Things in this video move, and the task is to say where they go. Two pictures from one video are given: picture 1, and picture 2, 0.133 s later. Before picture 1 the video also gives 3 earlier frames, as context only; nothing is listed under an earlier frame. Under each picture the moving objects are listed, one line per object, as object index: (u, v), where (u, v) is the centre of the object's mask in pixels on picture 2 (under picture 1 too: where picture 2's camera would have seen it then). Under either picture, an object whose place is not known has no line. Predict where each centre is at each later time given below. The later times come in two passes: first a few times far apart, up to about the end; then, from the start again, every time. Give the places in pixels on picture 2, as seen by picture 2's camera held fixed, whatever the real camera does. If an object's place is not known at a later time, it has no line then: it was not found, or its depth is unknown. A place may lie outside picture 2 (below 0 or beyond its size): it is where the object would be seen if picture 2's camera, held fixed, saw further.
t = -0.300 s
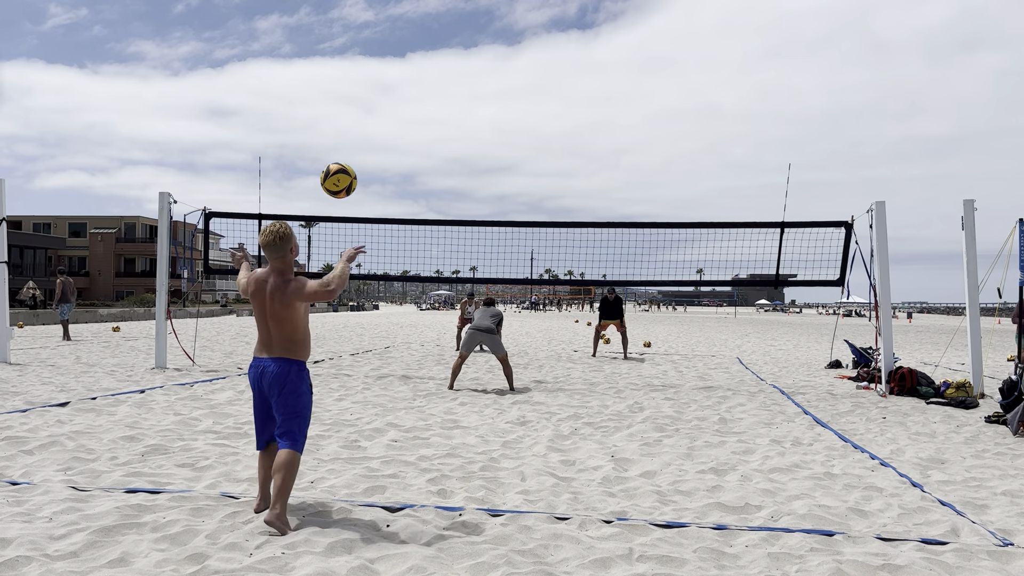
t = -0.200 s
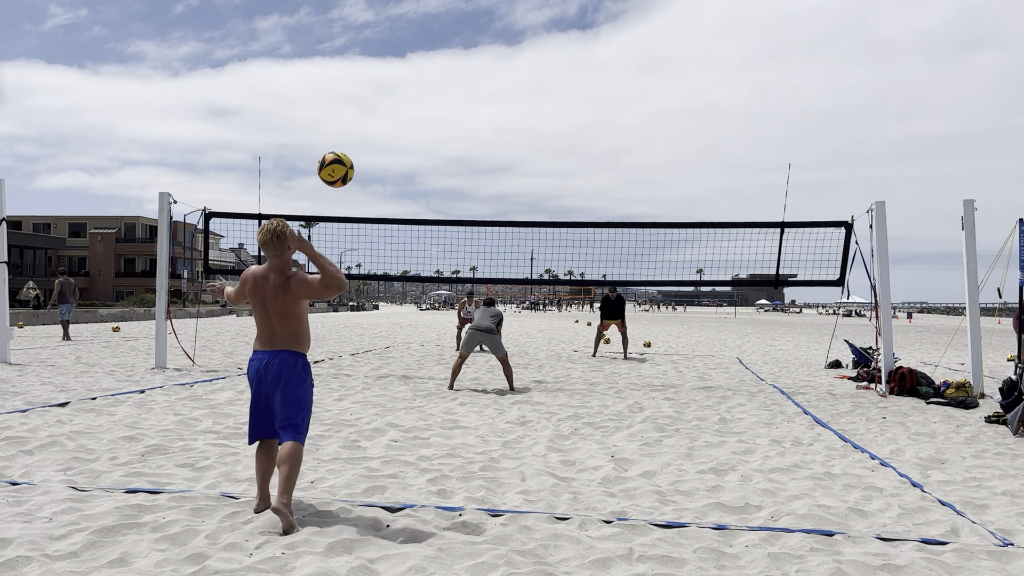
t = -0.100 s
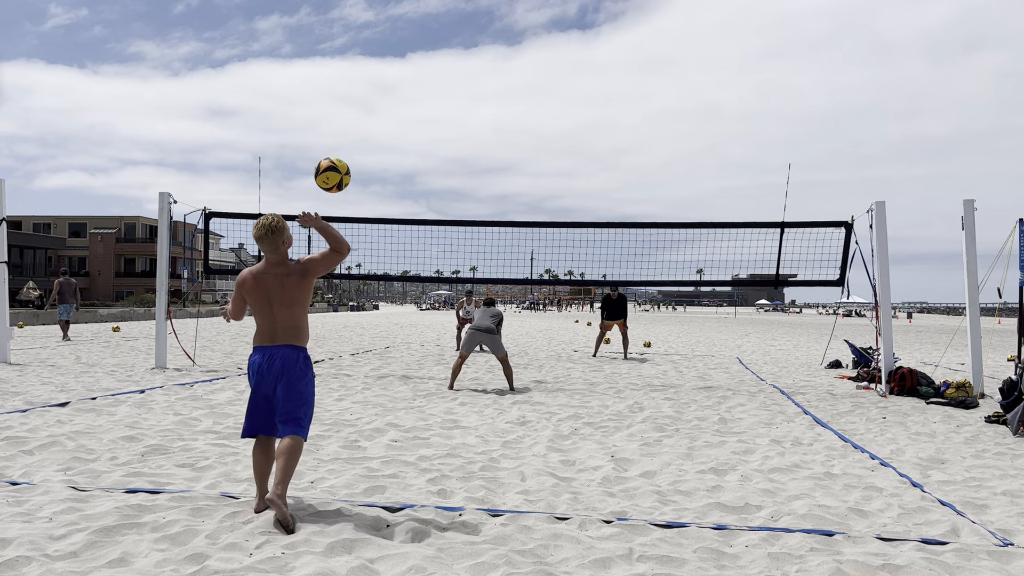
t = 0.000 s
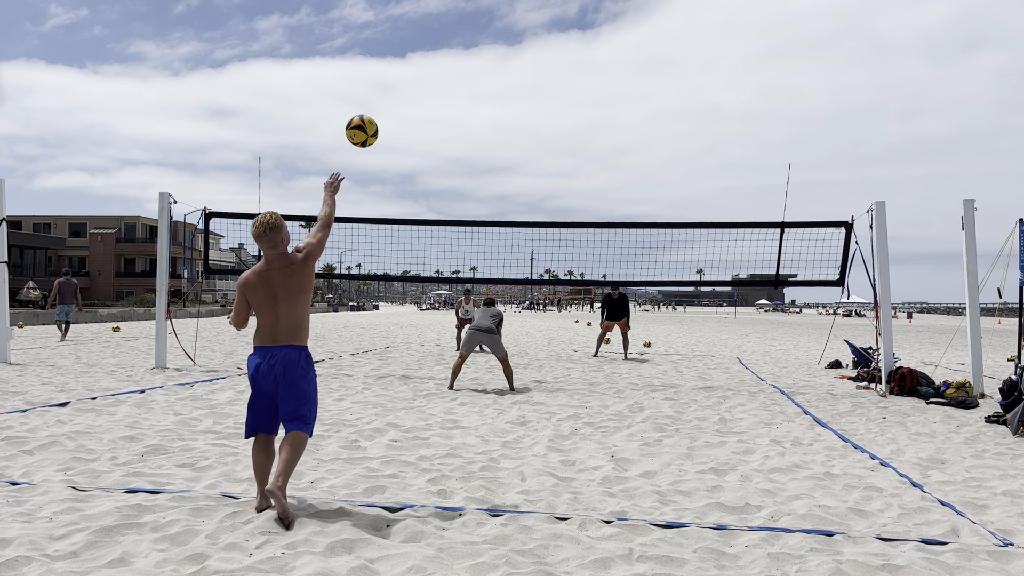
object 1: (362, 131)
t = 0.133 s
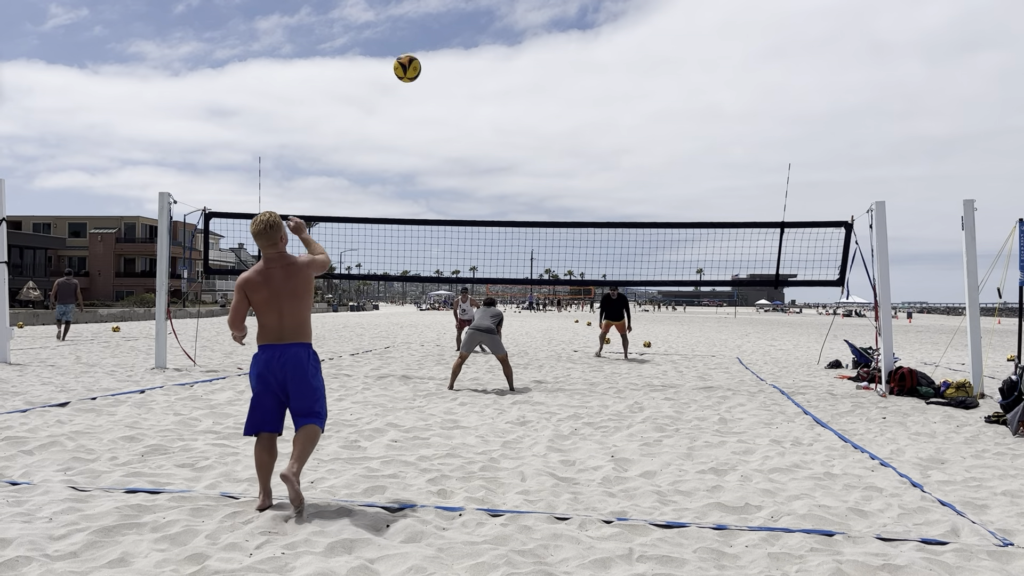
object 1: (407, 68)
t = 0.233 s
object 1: (431, 47)
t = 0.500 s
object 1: (467, 55)
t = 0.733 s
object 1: (484, 100)
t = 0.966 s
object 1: (494, 168)
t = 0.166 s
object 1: (416, 59)
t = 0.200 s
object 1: (423, 52)
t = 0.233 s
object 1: (431, 47)
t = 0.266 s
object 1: (437, 44)
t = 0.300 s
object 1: (443, 42)
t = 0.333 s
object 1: (448, 42)
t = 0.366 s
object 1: (452, 43)
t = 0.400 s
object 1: (456, 45)
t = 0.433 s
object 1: (460, 48)
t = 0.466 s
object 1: (463, 51)
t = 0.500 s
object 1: (467, 55)
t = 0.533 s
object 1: (469, 60)
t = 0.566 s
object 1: (472, 65)
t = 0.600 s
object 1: (475, 71)
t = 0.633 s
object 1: (477, 77)
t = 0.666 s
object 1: (480, 84)
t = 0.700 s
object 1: (482, 92)
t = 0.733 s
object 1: (484, 100)
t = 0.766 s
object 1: (486, 108)
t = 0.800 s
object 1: (488, 117)
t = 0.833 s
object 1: (489, 127)
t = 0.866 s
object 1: (491, 136)
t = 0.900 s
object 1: (492, 146)
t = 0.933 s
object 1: (493, 157)
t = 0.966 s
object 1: (494, 168)
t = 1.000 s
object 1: (495, 179)
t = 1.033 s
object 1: (496, 190)
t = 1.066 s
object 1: (497, 202)
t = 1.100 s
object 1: (498, 213)
